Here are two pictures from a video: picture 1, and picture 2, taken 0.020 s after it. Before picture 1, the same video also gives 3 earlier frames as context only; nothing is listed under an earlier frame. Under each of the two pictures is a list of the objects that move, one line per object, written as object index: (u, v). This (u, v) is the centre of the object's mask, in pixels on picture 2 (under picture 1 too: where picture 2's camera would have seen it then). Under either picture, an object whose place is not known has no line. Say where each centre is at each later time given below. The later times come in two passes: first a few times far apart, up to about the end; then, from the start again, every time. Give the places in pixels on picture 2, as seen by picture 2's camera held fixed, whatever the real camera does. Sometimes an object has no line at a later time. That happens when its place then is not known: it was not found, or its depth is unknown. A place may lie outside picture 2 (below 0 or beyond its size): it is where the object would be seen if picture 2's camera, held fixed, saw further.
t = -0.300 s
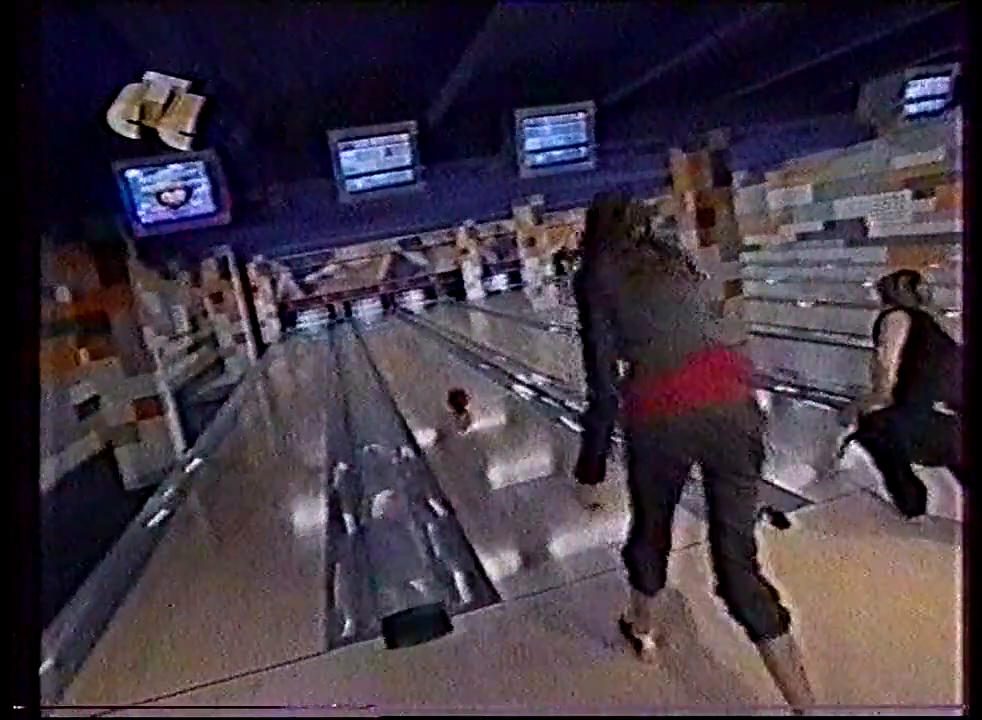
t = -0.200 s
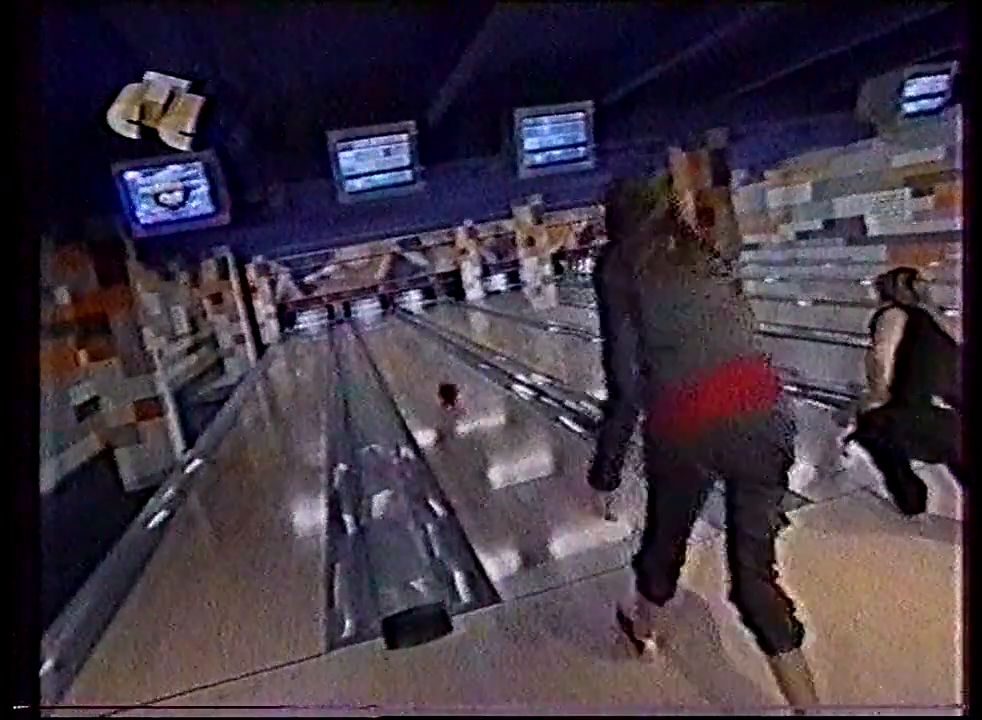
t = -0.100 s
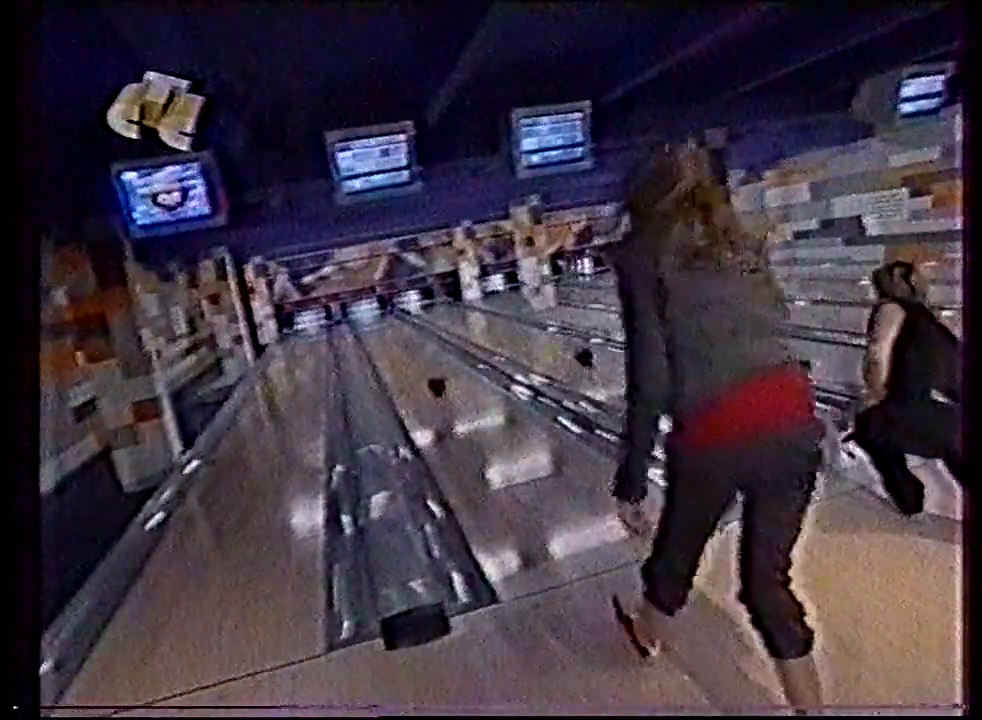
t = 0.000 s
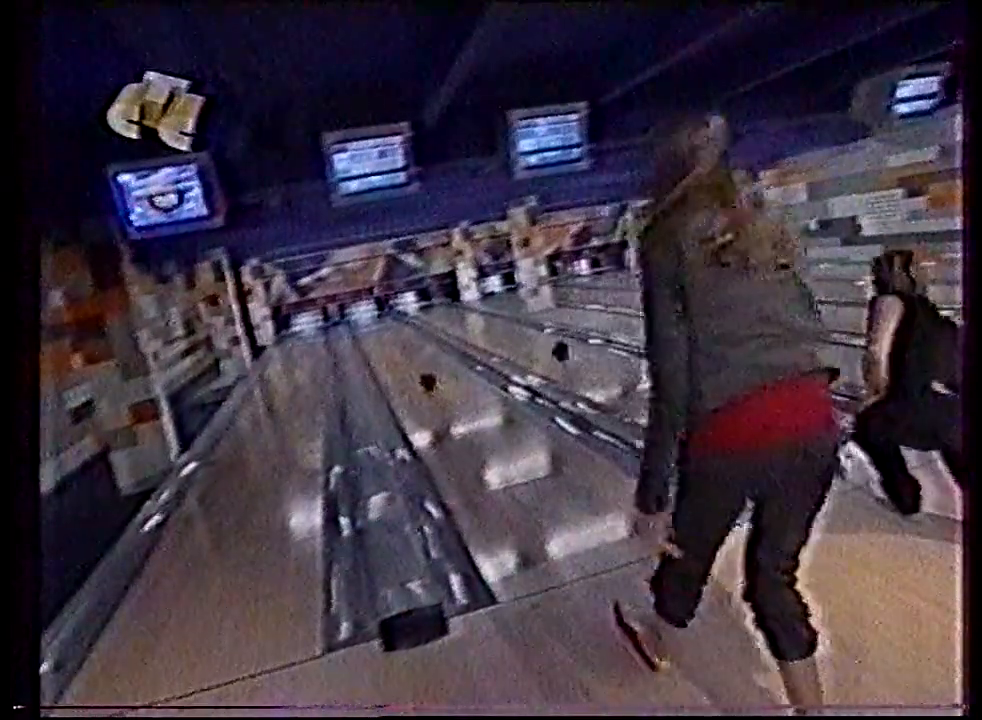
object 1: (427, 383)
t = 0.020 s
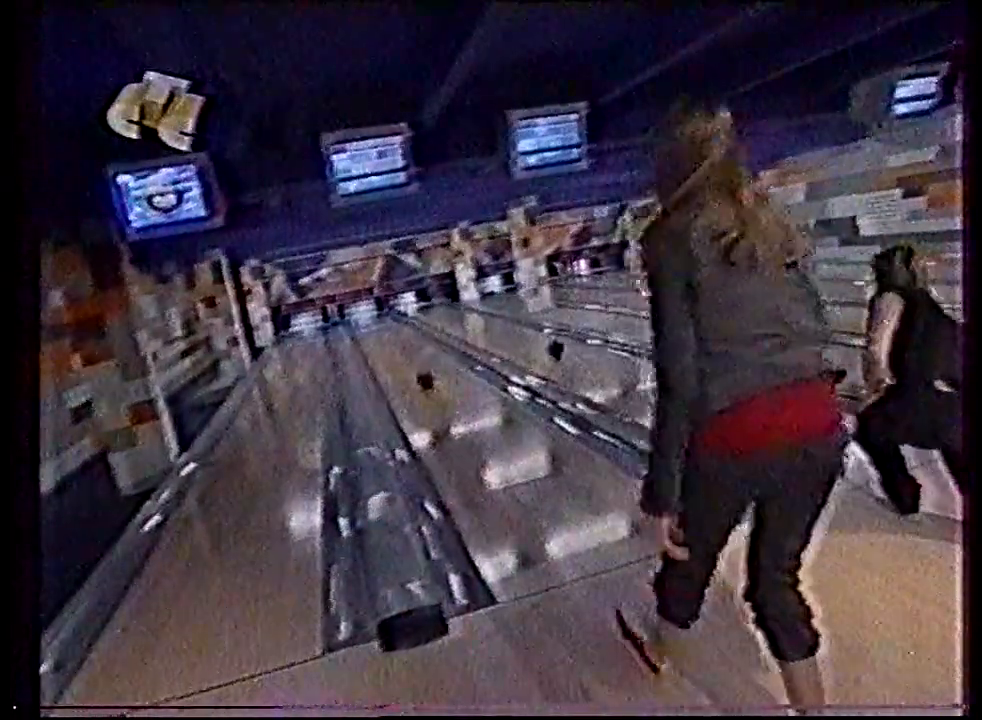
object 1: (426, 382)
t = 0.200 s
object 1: (415, 372)
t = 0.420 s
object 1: (406, 363)
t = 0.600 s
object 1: (401, 357)
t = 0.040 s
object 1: (424, 381)
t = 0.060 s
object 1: (423, 380)
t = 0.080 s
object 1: (422, 378)
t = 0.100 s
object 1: (421, 377)
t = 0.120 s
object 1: (419, 376)
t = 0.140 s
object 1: (417, 374)
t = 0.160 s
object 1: (417, 374)
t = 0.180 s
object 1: (416, 373)
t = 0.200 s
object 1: (415, 372)
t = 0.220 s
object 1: (414, 371)
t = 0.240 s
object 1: (414, 370)
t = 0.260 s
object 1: (412, 369)
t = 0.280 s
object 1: (411, 368)
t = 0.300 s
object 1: (410, 367)
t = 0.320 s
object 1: (411, 367)
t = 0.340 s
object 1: (408, 366)
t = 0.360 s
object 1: (408, 366)
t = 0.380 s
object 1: (408, 363)
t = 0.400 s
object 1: (407, 363)
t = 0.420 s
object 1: (406, 363)
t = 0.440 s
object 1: (405, 362)
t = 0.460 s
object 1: (406, 361)
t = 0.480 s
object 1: (405, 361)
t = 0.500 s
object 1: (403, 360)
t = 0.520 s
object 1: (403, 360)
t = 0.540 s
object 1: (403, 359)
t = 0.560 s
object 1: (403, 359)
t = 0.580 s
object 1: (402, 358)
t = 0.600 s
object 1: (401, 357)
